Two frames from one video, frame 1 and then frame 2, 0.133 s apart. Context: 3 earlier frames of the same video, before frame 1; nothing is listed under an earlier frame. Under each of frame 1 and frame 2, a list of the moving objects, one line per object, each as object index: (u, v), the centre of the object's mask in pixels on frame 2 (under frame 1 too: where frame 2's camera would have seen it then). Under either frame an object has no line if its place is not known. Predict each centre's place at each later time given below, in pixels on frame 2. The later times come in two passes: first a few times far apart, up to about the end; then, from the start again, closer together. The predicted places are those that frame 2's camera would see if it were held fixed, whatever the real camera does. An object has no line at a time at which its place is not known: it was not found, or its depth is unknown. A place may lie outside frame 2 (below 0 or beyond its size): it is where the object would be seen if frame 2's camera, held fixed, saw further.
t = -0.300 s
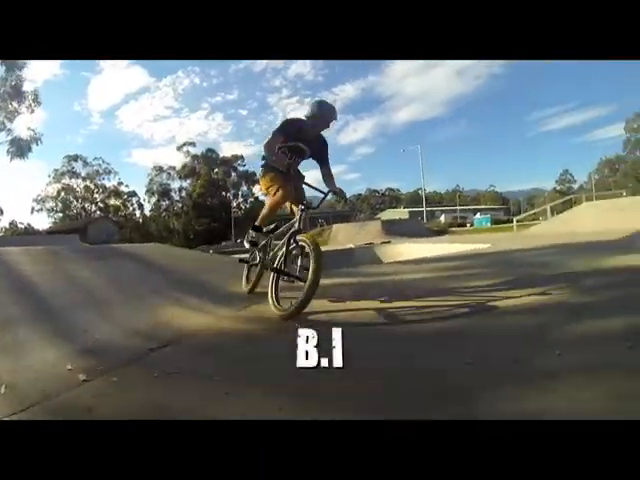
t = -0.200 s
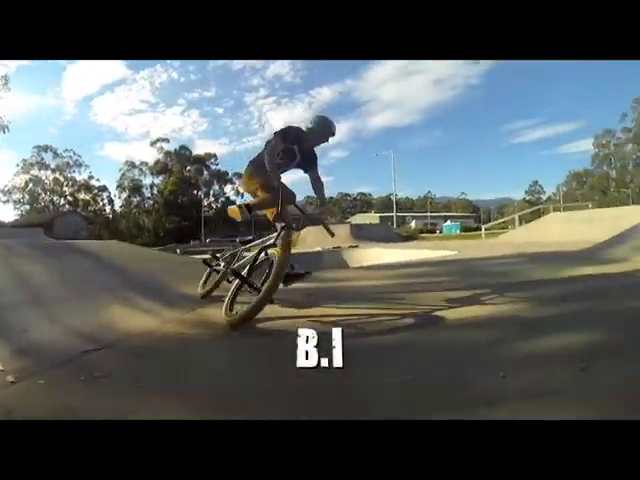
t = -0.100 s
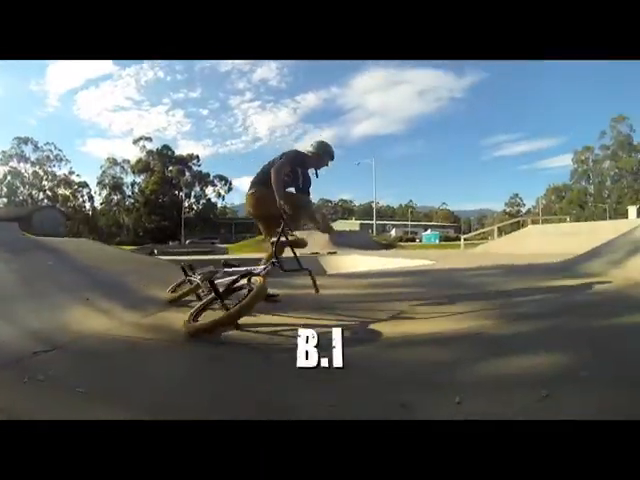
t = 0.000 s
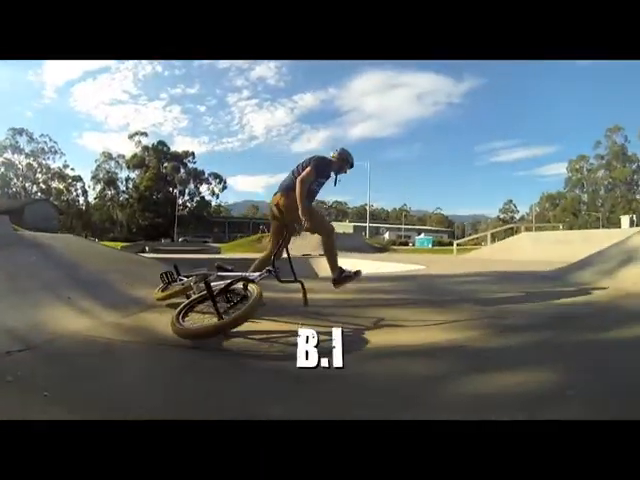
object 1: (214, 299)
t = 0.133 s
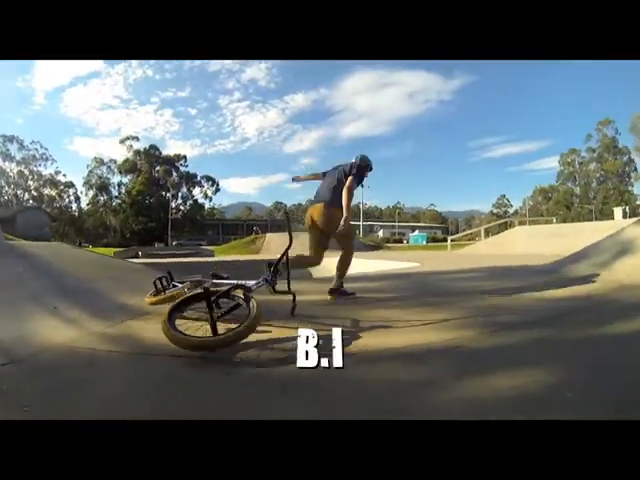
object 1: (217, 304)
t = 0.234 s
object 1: (216, 310)
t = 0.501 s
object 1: (213, 318)
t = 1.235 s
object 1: (212, 320)
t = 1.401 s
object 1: (213, 320)
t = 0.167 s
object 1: (216, 307)
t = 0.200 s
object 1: (216, 308)
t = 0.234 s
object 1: (216, 310)
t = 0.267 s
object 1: (216, 312)
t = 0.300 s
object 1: (216, 314)
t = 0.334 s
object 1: (215, 316)
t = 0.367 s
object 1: (215, 317)
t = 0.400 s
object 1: (214, 317)
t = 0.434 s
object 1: (214, 318)
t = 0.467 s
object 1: (214, 318)
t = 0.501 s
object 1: (213, 318)
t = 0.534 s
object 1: (213, 319)
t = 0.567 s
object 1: (213, 319)
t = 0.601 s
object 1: (212, 319)
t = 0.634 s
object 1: (212, 319)
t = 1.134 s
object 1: (212, 320)
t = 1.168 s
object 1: (212, 320)
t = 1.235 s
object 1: (212, 320)
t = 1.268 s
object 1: (212, 320)
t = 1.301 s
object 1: (212, 320)
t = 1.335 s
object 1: (212, 320)
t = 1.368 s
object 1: (213, 320)
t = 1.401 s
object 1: (213, 320)
